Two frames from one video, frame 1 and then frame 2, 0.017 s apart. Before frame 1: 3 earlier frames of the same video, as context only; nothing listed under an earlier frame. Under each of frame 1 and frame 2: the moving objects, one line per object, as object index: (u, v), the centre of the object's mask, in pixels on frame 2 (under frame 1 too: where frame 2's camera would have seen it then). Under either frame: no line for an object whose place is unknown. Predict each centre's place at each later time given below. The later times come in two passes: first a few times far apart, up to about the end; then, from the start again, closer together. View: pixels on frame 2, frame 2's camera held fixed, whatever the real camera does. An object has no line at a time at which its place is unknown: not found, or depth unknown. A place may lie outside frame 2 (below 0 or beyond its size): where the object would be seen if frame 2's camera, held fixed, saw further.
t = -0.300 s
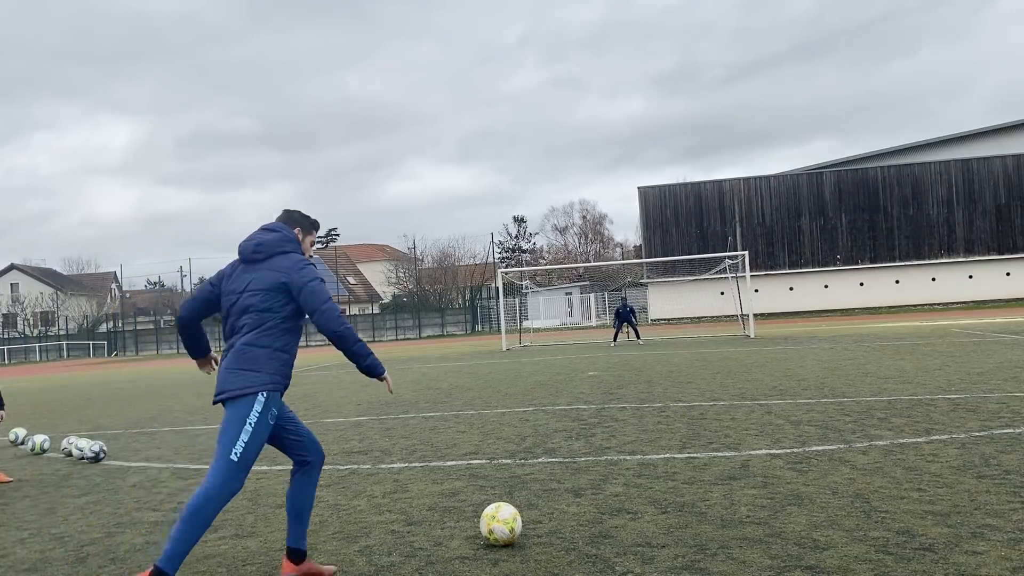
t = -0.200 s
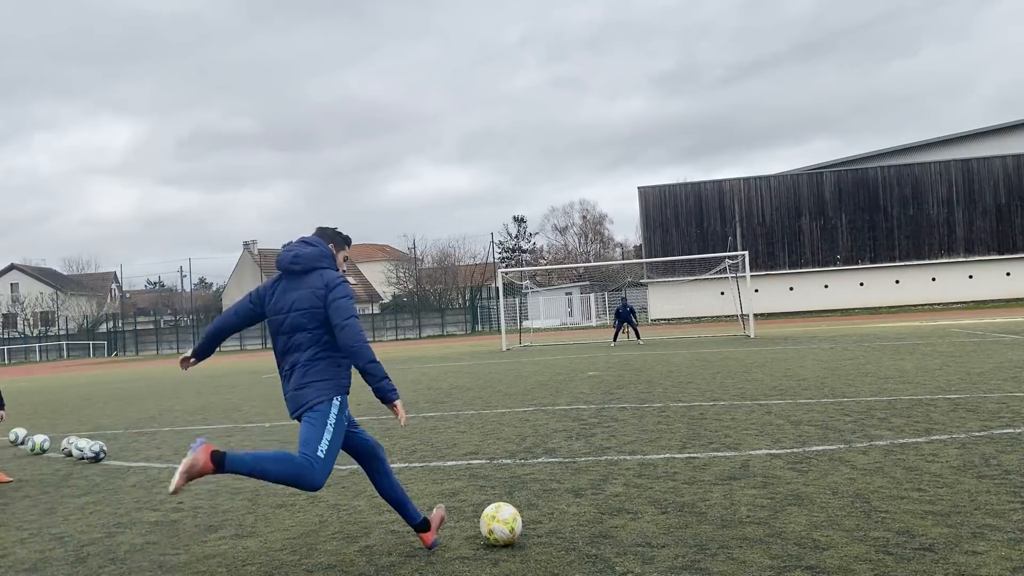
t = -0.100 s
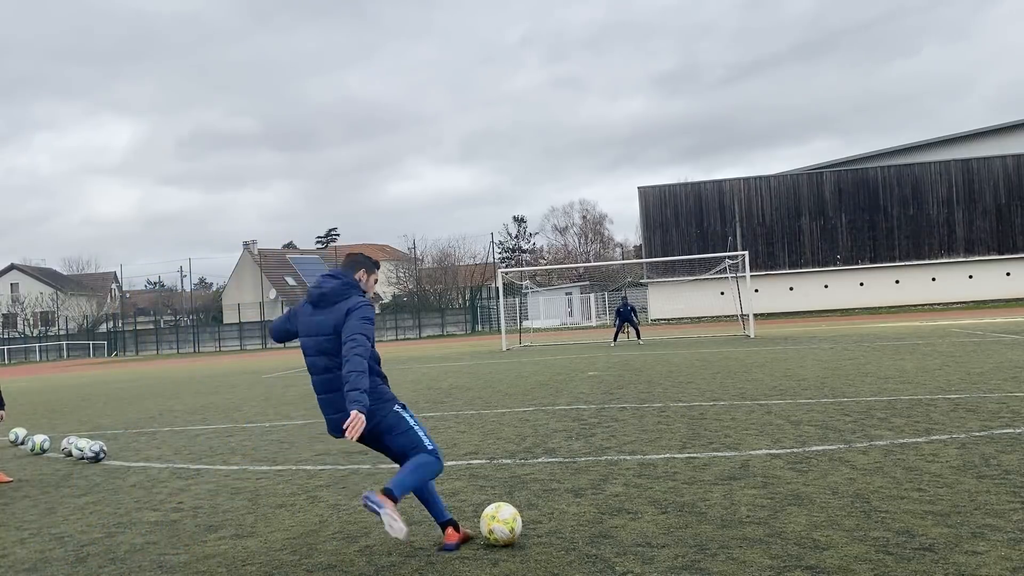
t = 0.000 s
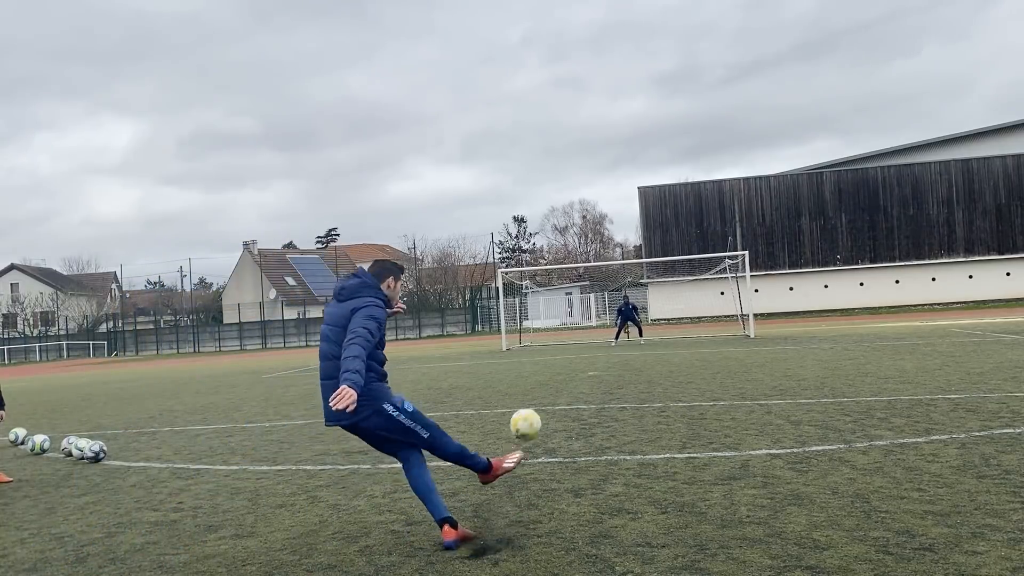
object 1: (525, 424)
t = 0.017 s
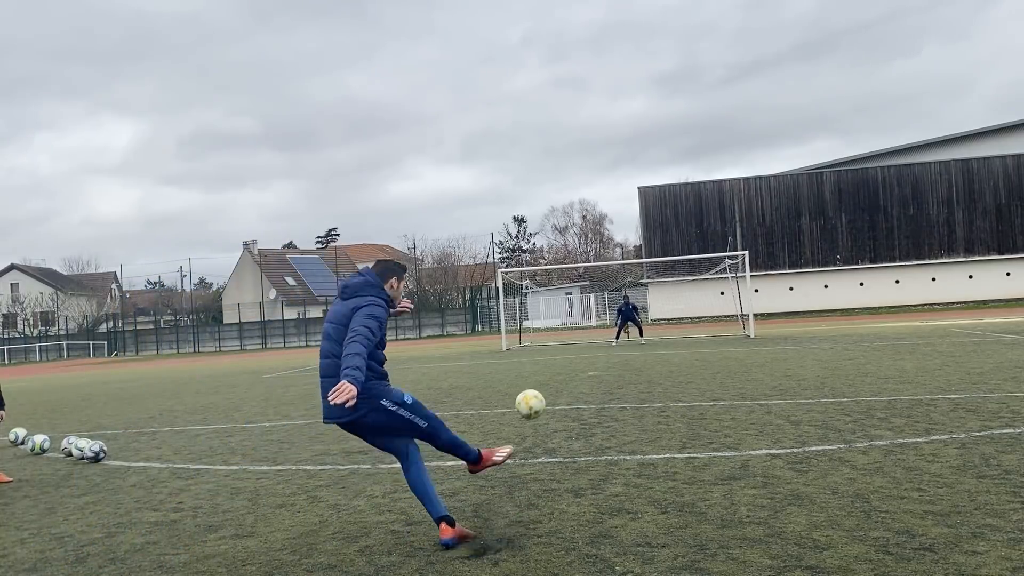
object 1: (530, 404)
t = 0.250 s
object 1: (550, 292)
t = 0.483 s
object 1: (547, 283)
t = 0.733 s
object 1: (537, 300)
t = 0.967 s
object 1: (521, 323)
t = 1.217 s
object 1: (530, 336)
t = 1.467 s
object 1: (550, 338)
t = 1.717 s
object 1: (568, 339)
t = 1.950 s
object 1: (575, 340)
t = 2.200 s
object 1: (582, 339)
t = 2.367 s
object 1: (592, 338)
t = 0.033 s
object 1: (534, 386)
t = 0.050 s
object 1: (537, 372)
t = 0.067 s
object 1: (540, 359)
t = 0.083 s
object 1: (542, 348)
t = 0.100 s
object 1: (544, 338)
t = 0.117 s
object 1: (545, 331)
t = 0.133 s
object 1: (547, 323)
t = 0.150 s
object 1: (548, 317)
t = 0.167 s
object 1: (548, 311)
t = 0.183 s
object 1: (549, 306)
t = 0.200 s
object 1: (549, 301)
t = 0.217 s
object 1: (550, 298)
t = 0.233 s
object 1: (550, 295)
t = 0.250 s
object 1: (550, 292)
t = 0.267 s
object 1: (551, 289)
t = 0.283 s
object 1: (551, 288)
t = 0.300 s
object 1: (551, 286)
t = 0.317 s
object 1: (551, 285)
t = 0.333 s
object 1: (550, 284)
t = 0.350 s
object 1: (550, 283)
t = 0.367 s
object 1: (550, 282)
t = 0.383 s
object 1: (550, 282)
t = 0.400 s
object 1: (549, 282)
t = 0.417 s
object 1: (549, 282)
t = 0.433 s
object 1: (549, 282)
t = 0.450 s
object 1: (548, 282)
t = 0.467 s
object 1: (548, 282)
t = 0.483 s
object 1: (547, 283)
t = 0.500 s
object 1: (546, 284)
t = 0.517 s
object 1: (545, 284)
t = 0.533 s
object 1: (545, 285)
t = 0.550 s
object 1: (545, 286)
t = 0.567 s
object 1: (544, 287)
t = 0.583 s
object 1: (543, 288)
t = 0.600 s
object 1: (542, 289)
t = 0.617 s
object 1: (541, 291)
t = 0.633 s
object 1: (541, 292)
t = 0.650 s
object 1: (540, 293)
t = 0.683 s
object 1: (540, 294)
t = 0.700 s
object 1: (539, 296)
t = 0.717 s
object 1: (538, 298)
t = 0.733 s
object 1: (537, 300)
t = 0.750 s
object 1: (536, 302)
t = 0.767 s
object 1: (535, 303)
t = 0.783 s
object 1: (534, 304)
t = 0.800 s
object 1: (533, 306)
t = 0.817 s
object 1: (532, 308)
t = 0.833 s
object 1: (532, 310)
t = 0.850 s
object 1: (531, 312)
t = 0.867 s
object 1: (530, 314)
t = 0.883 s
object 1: (529, 316)
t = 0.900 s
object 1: (528, 318)
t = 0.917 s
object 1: (527, 320)
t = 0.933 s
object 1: (526, 322)
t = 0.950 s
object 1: (525, 322)
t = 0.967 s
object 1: (521, 323)
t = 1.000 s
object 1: (522, 331)
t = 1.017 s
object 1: (522, 333)
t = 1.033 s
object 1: (521, 335)
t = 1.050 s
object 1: (520, 337)
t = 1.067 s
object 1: (521, 337)
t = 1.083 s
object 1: (521, 336)
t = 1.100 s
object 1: (522, 336)
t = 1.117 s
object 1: (522, 335)
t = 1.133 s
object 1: (523, 336)
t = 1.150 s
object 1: (525, 336)
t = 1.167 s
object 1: (525, 335)
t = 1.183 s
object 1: (527, 335)
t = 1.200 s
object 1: (529, 336)
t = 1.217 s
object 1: (530, 336)
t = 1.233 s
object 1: (531, 336)
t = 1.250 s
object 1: (533, 337)
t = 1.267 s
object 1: (534, 338)
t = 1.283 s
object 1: (536, 338)
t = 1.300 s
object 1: (537, 339)
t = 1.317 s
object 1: (539, 340)
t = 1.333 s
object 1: (540, 340)
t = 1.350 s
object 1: (541, 341)
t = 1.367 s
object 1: (542, 341)
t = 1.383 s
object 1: (543, 340)
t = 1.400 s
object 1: (545, 340)
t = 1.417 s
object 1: (546, 340)
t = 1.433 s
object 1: (547, 339)
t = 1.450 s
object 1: (549, 339)
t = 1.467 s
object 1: (550, 338)
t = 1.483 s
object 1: (551, 338)
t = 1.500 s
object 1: (552, 337)
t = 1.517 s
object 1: (554, 337)
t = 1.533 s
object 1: (555, 337)
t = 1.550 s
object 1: (556, 337)
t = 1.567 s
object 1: (557, 337)
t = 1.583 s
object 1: (558, 337)
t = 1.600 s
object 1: (560, 337)
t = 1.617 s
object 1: (561, 338)
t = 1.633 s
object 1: (562, 338)
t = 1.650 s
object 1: (564, 338)
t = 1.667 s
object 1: (565, 339)
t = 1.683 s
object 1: (566, 339)
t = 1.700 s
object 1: (567, 340)
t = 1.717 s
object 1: (568, 339)
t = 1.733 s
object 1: (568, 339)
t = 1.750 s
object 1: (569, 339)
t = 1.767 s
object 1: (569, 338)
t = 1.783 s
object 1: (570, 338)
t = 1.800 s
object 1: (570, 338)
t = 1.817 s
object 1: (571, 338)
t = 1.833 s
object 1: (571, 338)
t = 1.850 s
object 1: (572, 338)
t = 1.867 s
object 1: (572, 338)
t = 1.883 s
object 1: (572, 338)
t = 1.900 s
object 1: (573, 338)
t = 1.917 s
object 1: (573, 339)
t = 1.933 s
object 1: (574, 339)
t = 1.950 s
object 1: (575, 340)
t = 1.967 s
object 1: (575, 340)
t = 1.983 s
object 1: (576, 340)
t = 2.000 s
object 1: (576, 339)
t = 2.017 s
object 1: (577, 339)
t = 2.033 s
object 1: (577, 339)
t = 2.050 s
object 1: (577, 339)
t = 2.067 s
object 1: (578, 339)
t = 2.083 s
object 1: (579, 339)
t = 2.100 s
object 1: (579, 339)
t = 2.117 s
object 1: (580, 339)
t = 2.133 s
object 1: (580, 339)
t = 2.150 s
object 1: (581, 339)
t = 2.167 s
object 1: (582, 339)
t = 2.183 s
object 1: (582, 339)
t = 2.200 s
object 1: (582, 339)
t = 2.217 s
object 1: (583, 338)
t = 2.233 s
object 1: (584, 339)
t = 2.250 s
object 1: (585, 339)
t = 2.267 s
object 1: (586, 338)
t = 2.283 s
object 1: (587, 338)
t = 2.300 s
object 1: (588, 338)
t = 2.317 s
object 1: (588, 338)
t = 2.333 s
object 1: (590, 338)
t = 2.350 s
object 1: (591, 338)
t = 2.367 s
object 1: (592, 338)
